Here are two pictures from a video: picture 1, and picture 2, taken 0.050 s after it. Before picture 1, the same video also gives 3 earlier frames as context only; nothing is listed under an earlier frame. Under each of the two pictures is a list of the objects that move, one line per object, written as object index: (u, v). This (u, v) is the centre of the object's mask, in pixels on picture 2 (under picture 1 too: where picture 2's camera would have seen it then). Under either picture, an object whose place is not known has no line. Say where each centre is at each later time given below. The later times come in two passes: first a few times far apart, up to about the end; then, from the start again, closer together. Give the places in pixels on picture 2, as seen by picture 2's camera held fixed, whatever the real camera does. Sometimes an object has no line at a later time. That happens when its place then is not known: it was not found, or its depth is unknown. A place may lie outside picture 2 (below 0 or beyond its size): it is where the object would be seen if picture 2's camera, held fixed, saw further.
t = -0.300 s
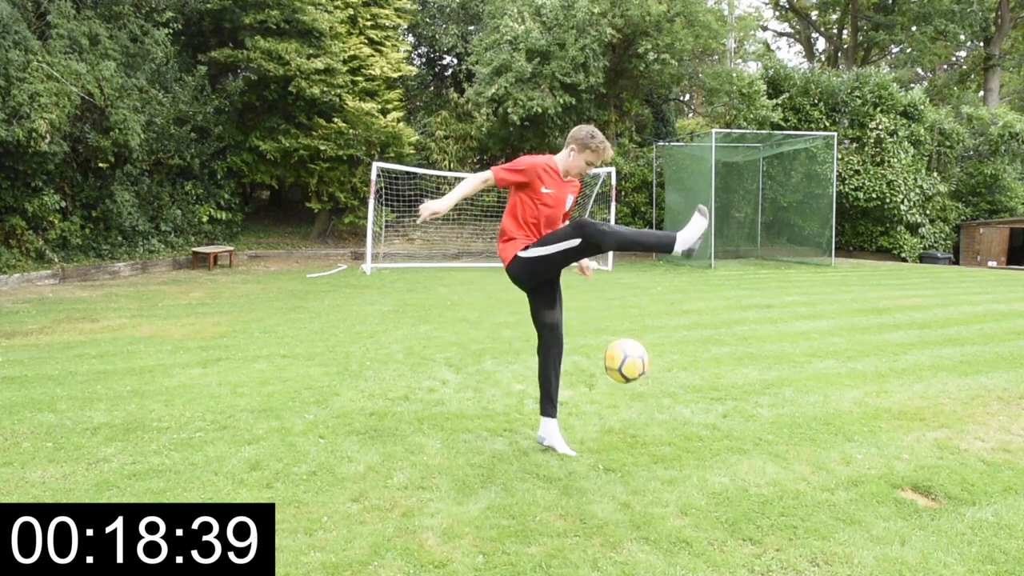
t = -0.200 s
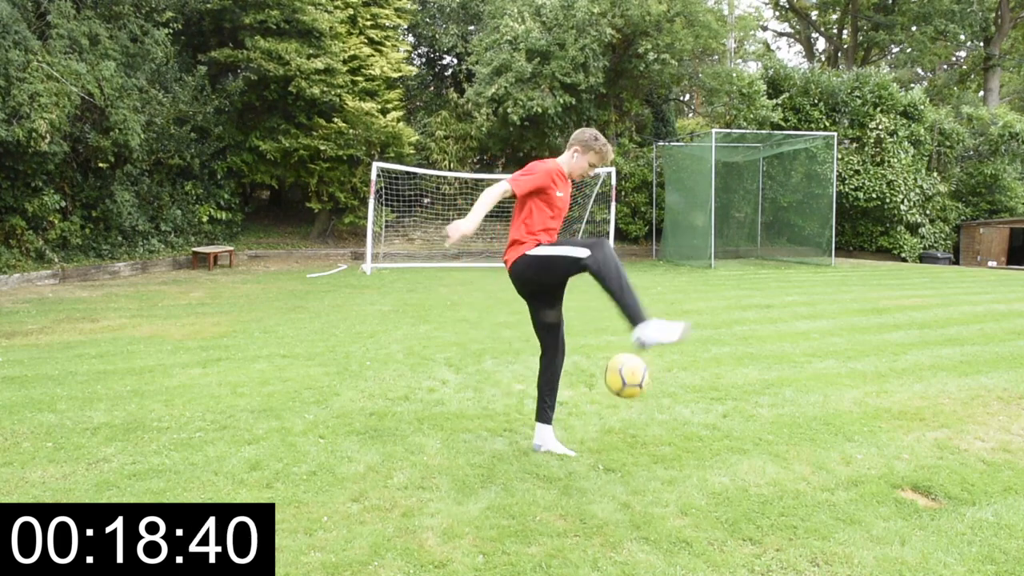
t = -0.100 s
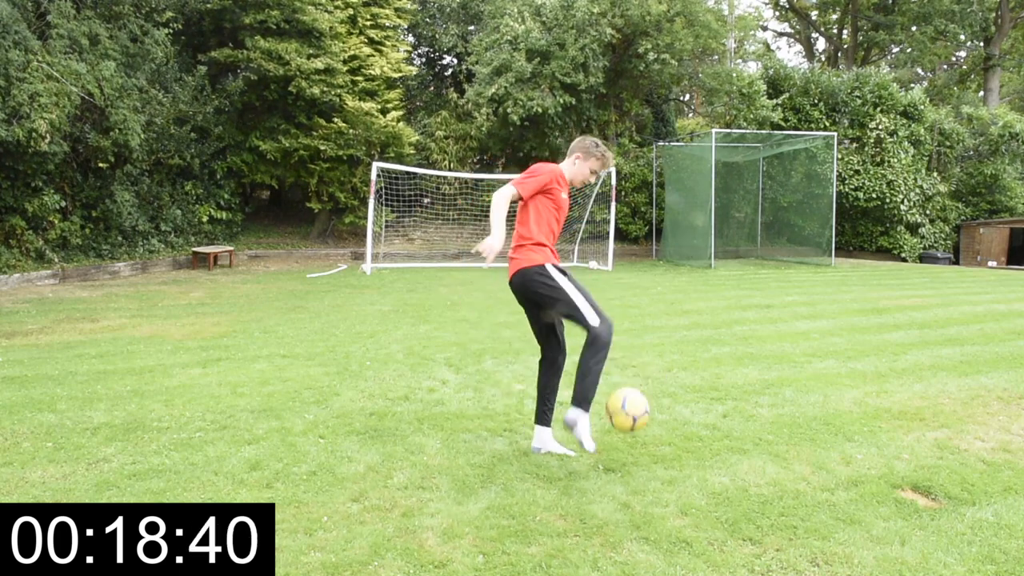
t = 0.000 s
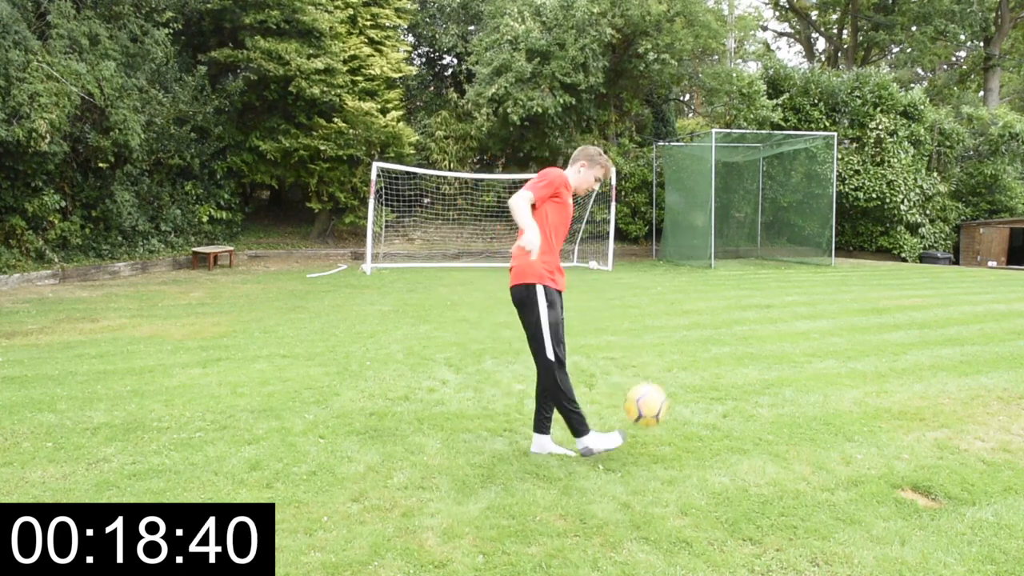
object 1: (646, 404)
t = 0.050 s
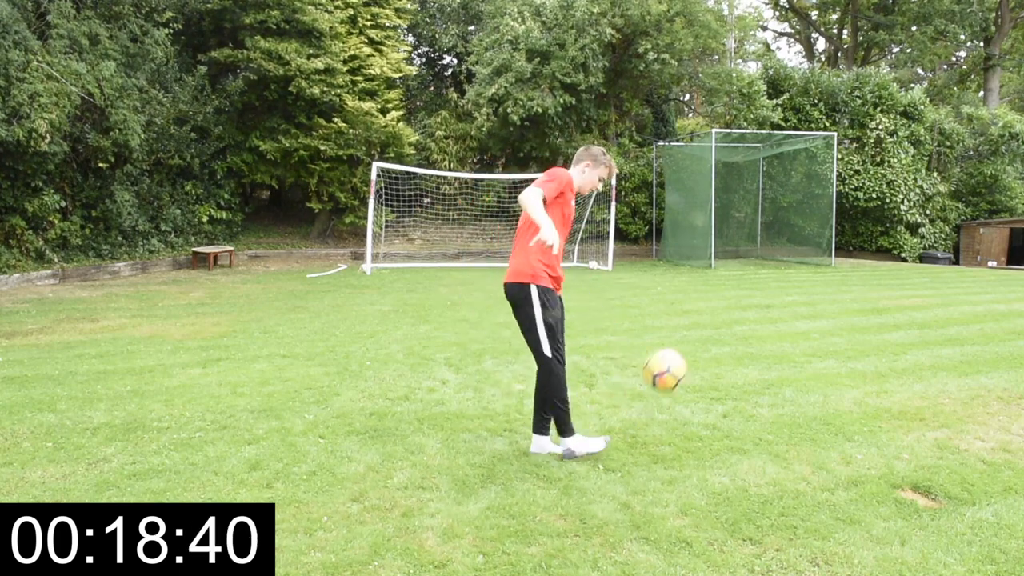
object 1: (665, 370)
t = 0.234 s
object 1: (731, 287)
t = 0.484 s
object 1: (809, 276)
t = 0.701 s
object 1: (864, 342)
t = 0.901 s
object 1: (907, 344)
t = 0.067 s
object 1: (672, 359)
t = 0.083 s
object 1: (678, 349)
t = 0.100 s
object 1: (684, 340)
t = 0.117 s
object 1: (690, 332)
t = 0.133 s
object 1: (696, 324)
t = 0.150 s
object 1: (702, 316)
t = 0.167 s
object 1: (708, 309)
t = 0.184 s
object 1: (714, 303)
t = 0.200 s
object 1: (720, 297)
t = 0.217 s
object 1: (725, 292)
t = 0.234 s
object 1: (731, 287)
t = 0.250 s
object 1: (737, 283)
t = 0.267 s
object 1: (743, 279)
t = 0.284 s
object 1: (748, 276)
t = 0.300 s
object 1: (754, 274)
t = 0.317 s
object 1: (759, 271)
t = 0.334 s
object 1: (764, 270)
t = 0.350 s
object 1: (769, 268)
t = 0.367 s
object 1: (775, 268)
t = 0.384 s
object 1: (780, 268)
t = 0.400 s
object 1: (785, 268)
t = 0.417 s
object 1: (790, 269)
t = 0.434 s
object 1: (794, 270)
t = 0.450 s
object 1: (799, 271)
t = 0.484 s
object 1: (809, 276)
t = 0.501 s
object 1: (813, 279)
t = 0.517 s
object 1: (818, 282)
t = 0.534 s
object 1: (823, 286)
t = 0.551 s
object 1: (827, 290)
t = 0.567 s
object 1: (831, 295)
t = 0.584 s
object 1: (836, 299)
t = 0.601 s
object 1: (839, 304)
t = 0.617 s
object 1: (844, 310)
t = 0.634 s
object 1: (848, 316)
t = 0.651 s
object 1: (852, 321)
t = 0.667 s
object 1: (856, 328)
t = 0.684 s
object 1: (860, 335)
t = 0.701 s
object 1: (864, 342)
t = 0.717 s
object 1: (868, 349)
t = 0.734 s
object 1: (871, 357)
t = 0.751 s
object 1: (875, 365)
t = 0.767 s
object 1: (878, 375)
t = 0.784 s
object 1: (881, 381)
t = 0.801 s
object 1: (885, 379)
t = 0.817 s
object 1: (889, 372)
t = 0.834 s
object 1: (892, 365)
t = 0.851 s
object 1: (896, 359)
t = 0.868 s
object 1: (900, 354)
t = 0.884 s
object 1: (903, 349)
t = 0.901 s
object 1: (907, 344)
